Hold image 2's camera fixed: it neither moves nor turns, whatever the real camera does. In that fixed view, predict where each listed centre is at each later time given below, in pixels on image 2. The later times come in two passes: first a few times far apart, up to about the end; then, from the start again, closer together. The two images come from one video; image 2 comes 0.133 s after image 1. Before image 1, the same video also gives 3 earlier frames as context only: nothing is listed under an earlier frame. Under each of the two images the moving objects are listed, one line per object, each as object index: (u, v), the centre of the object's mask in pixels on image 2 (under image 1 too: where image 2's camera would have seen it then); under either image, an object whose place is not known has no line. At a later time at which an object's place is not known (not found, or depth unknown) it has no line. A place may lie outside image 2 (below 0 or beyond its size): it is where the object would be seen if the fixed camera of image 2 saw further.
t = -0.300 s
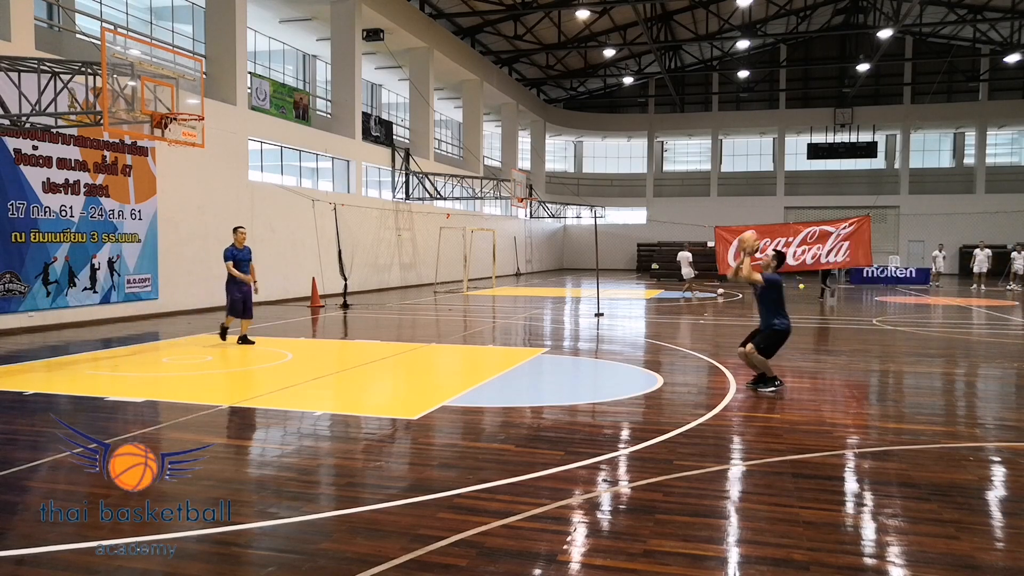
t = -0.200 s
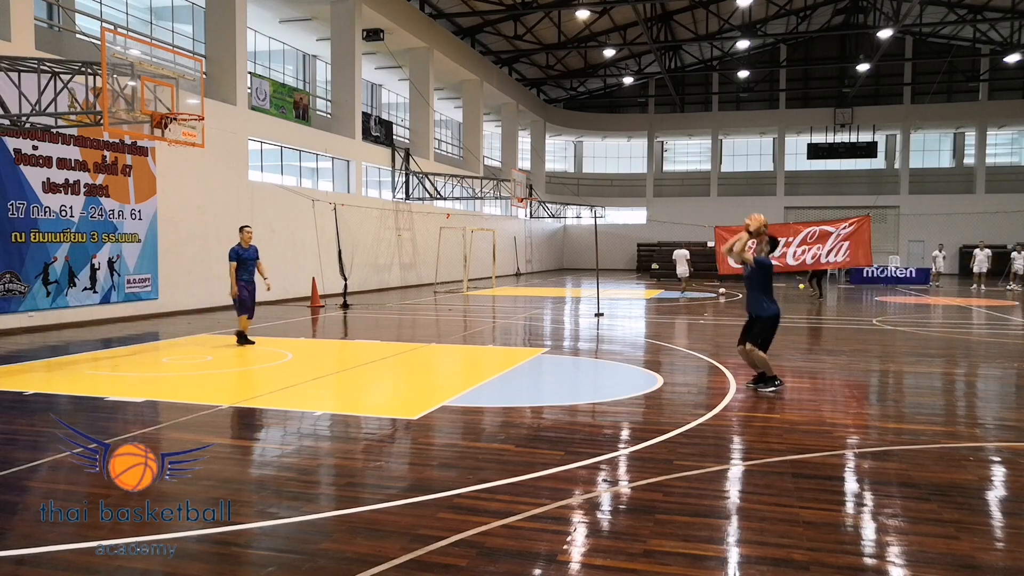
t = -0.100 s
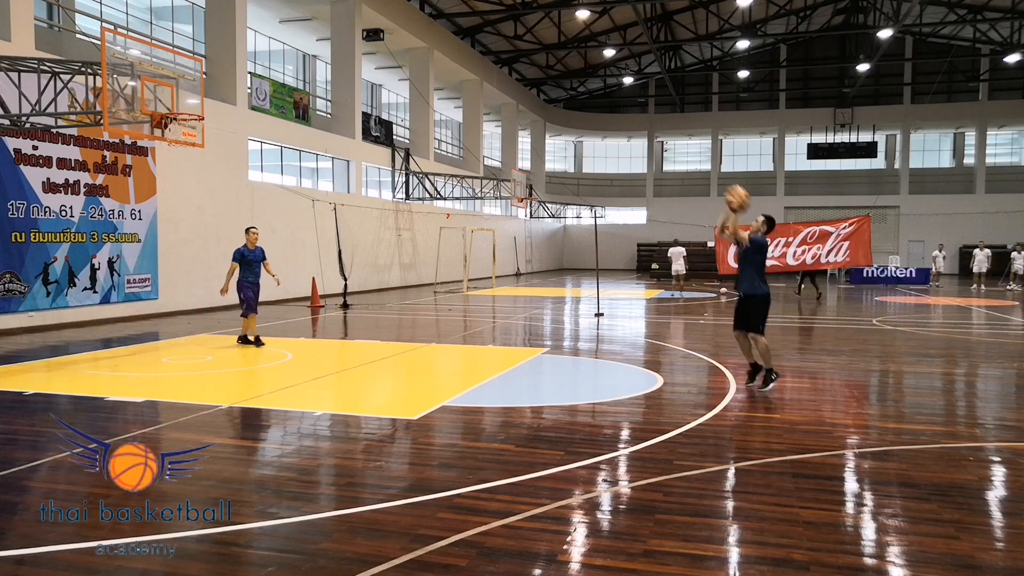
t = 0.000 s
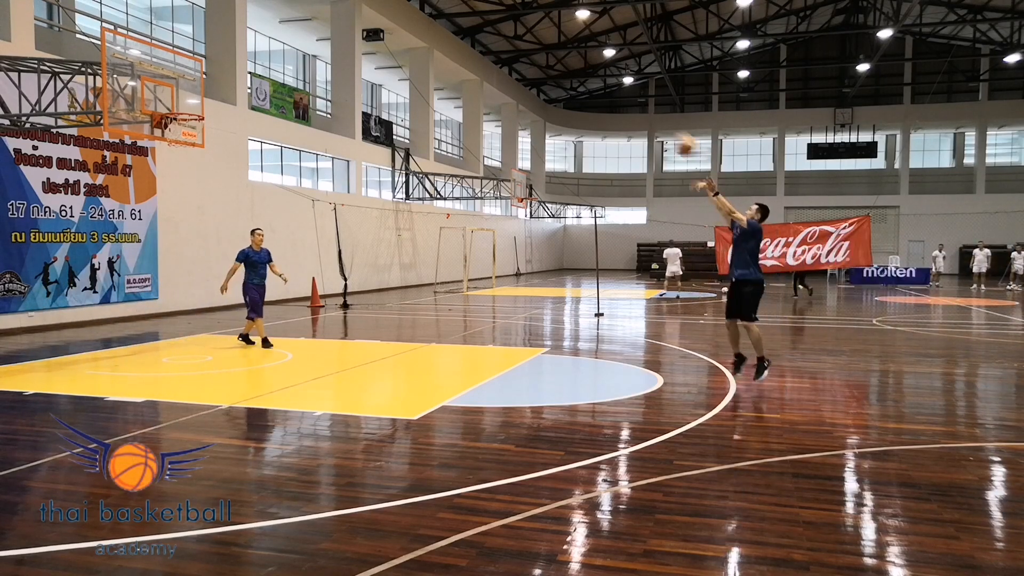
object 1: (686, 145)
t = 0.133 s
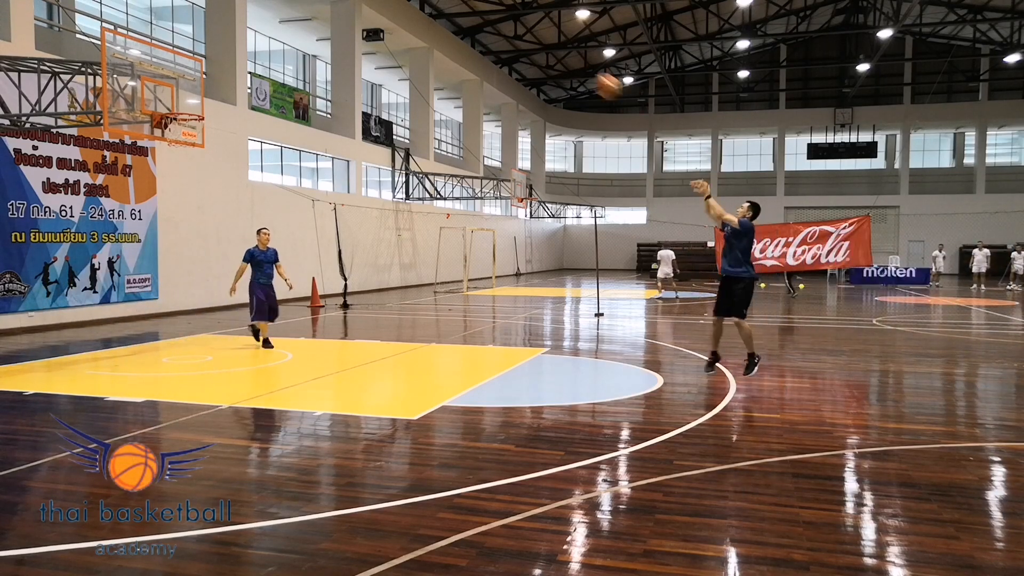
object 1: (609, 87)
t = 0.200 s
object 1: (570, 64)
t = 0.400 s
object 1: (463, 22)
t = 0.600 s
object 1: (364, 16)
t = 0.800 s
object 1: (274, 45)
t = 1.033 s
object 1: (181, 108)
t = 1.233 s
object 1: (200, 141)
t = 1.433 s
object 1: (210, 189)
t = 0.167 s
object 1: (588, 74)
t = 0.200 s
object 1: (570, 64)
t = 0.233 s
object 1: (551, 54)
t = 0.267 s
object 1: (533, 45)
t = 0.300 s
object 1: (515, 37)
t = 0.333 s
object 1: (498, 30)
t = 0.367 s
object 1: (480, 26)
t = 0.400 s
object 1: (463, 22)
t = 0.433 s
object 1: (447, 18)
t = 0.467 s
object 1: (429, 15)
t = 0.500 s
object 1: (412, 14)
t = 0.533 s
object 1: (396, 14)
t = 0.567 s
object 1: (380, 15)
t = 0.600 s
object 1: (364, 16)
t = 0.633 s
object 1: (348, 19)
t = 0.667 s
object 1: (333, 22)
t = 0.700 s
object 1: (319, 26)
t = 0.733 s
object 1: (303, 31)
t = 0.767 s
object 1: (289, 37)
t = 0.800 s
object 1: (274, 45)
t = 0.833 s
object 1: (260, 53)
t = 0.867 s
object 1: (245, 61)
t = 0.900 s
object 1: (232, 70)
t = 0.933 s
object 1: (219, 79)
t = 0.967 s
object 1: (206, 89)
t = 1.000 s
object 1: (193, 101)
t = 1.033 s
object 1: (181, 108)
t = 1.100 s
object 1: (192, 124)
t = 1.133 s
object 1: (195, 128)
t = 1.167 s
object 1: (196, 132)
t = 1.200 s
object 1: (199, 135)
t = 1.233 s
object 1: (200, 141)
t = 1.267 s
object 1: (202, 148)
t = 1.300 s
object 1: (204, 154)
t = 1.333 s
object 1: (205, 162)
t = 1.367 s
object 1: (207, 169)
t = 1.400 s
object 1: (209, 179)
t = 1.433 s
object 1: (210, 189)
